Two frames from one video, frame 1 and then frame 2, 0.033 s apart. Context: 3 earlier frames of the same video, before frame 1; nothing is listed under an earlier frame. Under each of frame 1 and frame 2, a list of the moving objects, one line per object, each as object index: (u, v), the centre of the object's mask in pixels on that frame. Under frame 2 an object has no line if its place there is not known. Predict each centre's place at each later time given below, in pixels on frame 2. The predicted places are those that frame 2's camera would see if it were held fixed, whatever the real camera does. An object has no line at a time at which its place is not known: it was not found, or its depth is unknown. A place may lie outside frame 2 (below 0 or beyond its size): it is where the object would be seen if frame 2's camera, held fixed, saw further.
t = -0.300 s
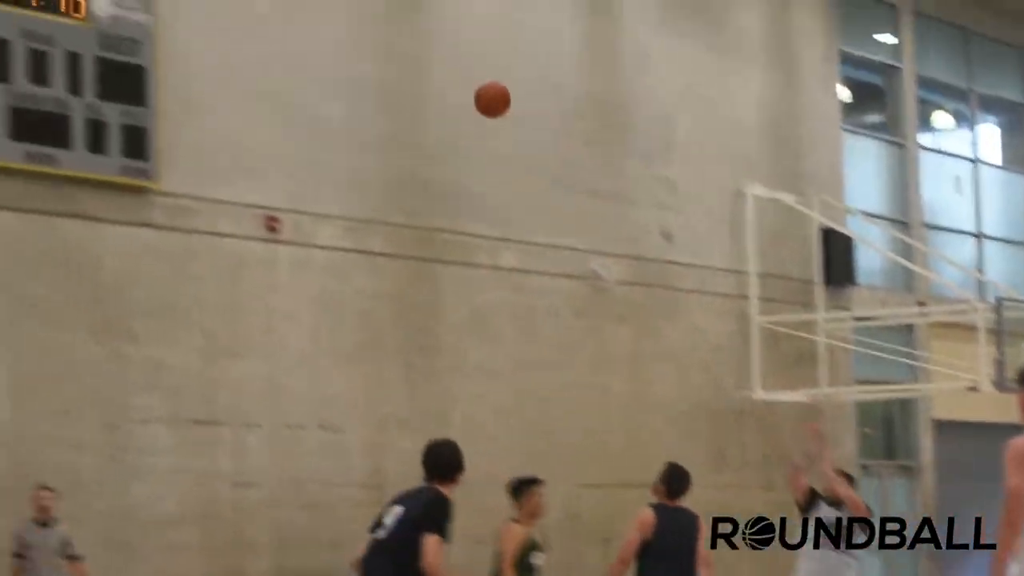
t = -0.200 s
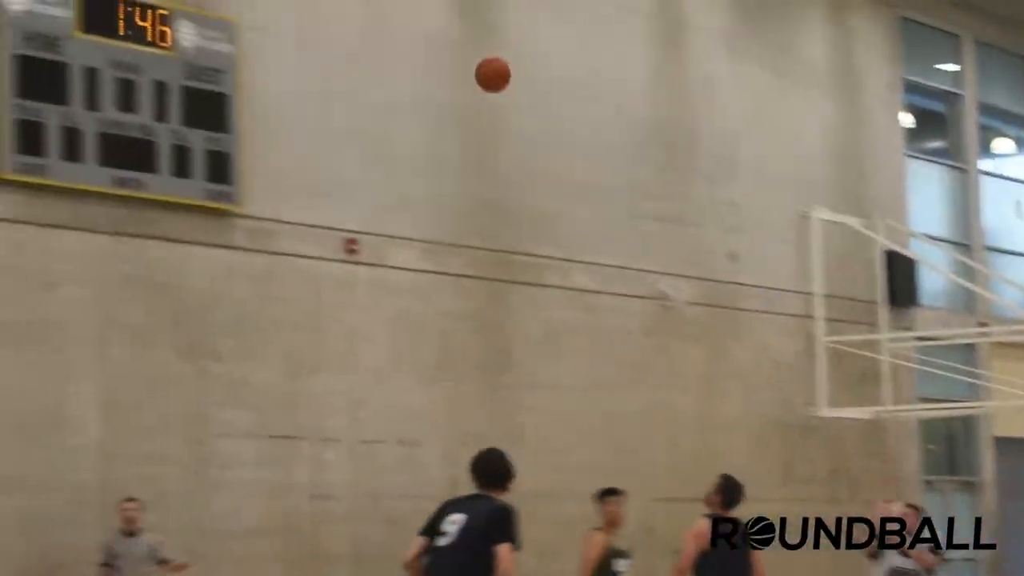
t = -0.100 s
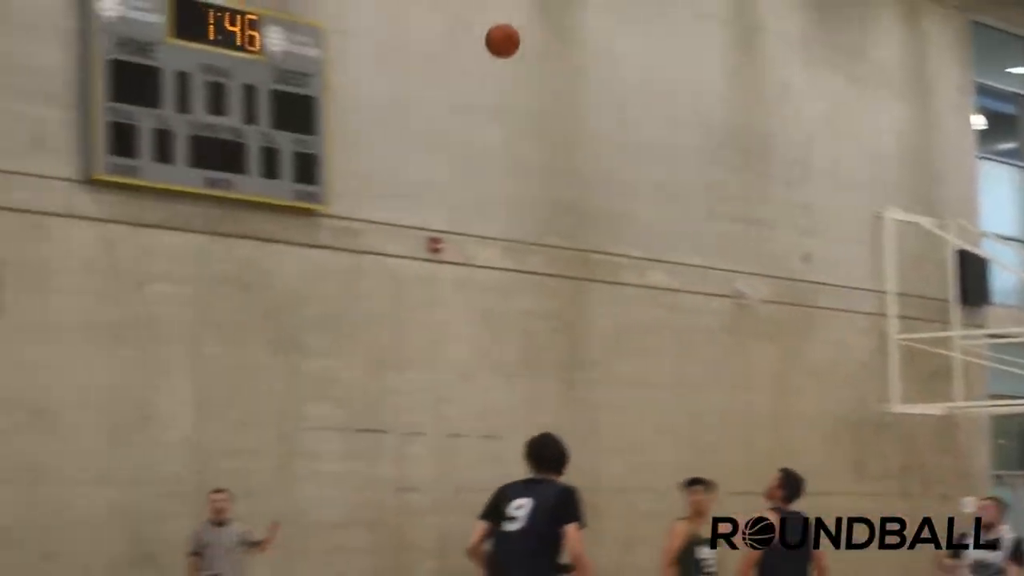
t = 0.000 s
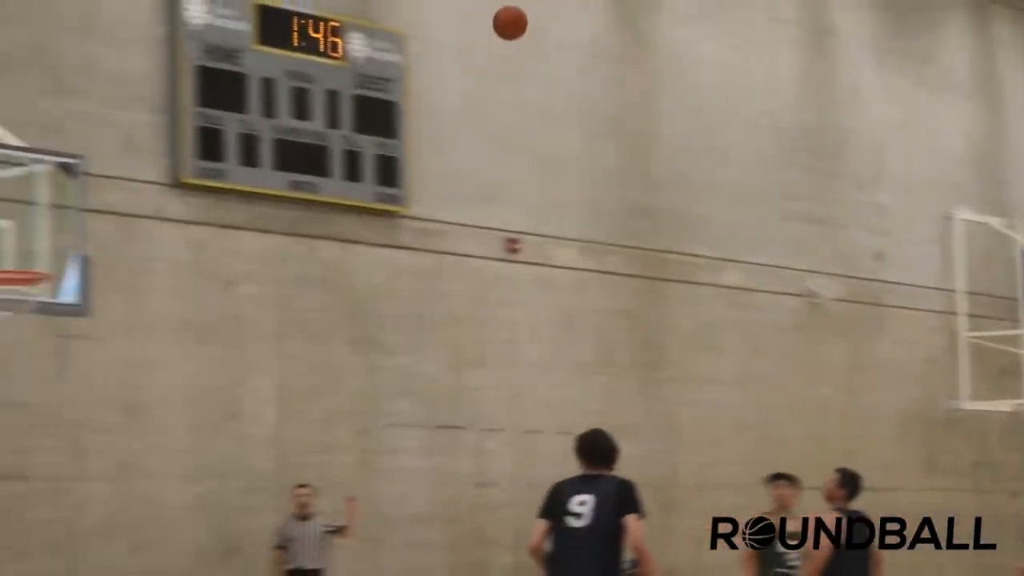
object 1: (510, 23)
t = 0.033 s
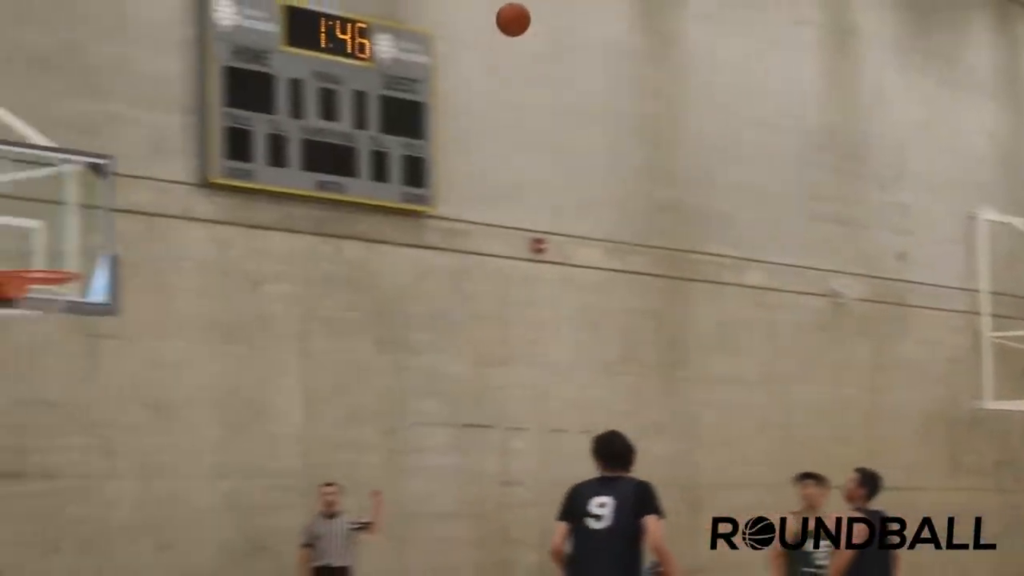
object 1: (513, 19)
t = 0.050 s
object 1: (501, 18)
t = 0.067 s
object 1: (490, 16)
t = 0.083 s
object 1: (478, 15)
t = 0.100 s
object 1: (466, 15)
